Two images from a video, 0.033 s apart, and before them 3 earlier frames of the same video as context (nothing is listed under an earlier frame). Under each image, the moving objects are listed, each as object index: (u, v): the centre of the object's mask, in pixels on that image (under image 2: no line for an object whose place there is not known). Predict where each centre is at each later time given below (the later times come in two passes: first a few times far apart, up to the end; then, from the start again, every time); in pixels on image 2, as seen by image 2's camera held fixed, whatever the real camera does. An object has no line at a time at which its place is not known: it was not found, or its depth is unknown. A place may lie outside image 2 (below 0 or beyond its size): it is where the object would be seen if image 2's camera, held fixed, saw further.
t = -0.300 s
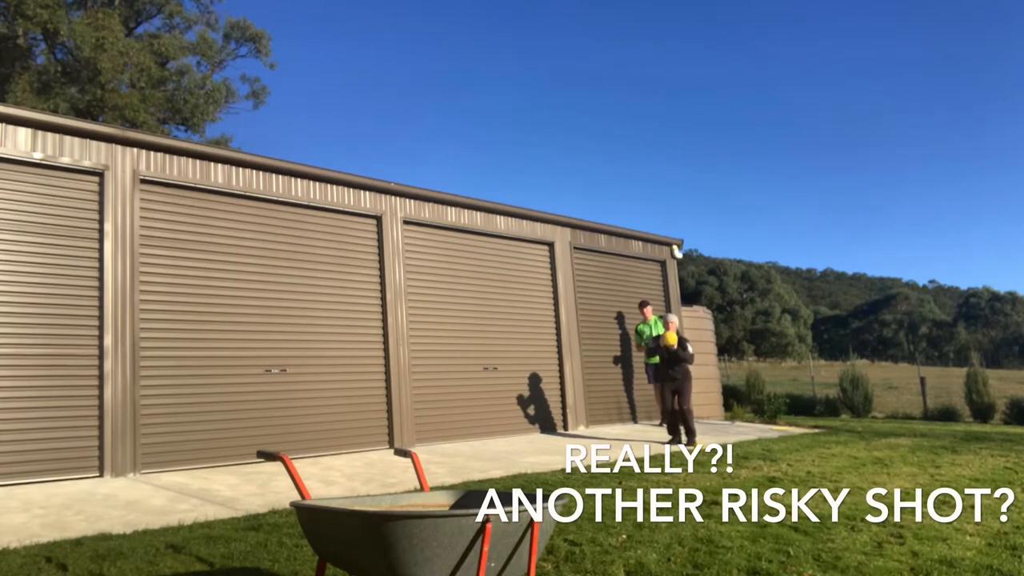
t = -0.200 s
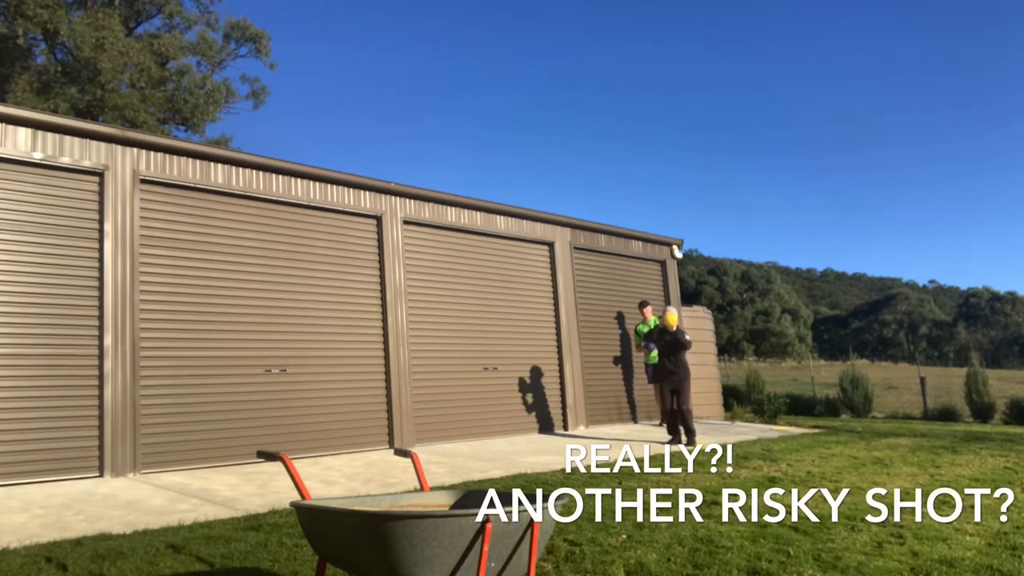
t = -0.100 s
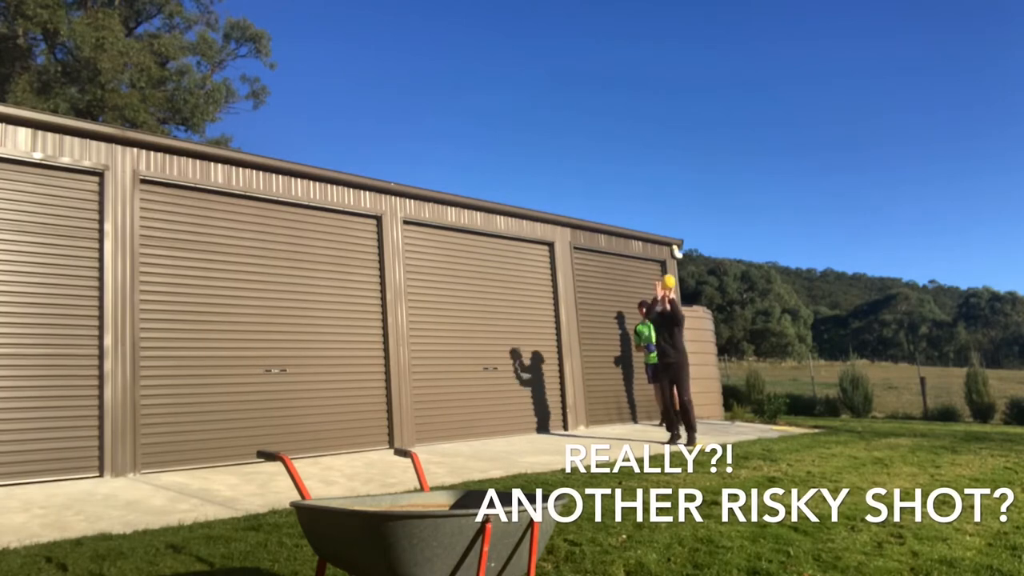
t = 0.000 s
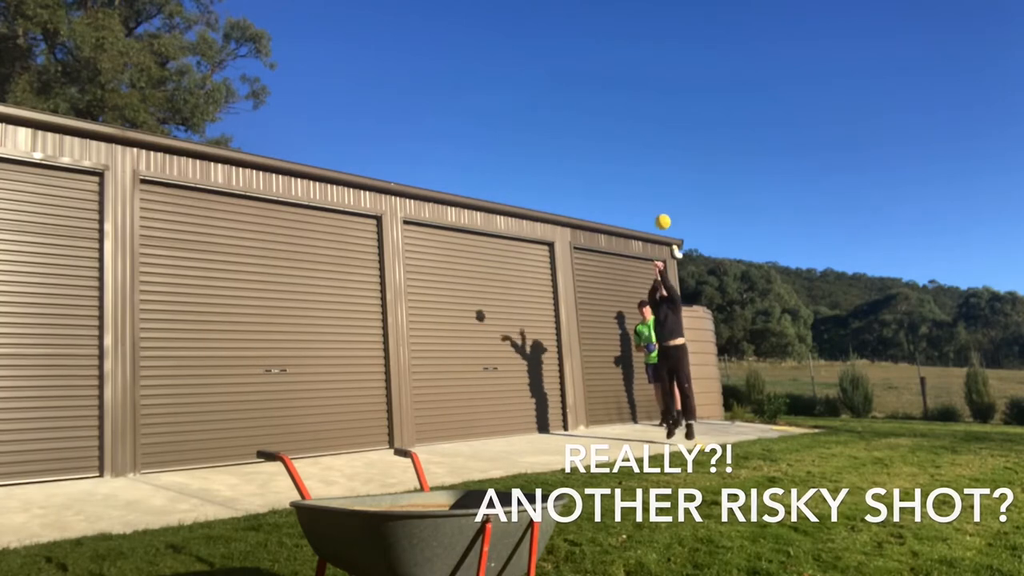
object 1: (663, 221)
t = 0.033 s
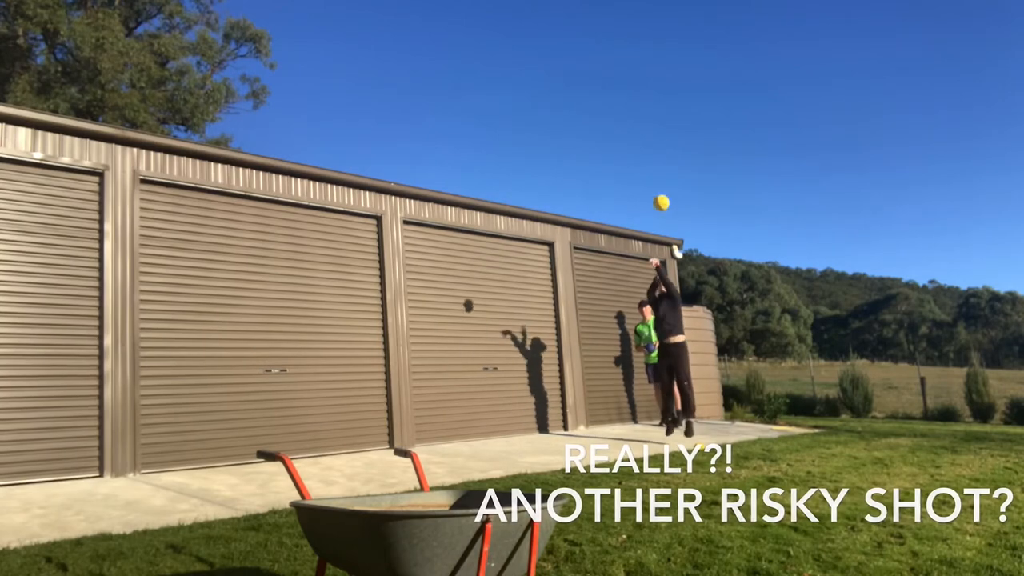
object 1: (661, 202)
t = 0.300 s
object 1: (653, 75)
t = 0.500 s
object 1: (651, 10)
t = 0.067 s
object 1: (660, 184)
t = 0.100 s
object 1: (659, 167)
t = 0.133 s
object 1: (658, 150)
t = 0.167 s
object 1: (657, 133)
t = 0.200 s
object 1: (656, 118)
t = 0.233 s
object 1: (654, 103)
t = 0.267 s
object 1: (653, 88)
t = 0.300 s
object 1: (653, 75)
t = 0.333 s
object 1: (652, 62)
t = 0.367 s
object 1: (651, 50)
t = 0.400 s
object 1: (651, 39)
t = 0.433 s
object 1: (651, 28)
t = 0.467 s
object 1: (651, 19)
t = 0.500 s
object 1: (651, 10)
